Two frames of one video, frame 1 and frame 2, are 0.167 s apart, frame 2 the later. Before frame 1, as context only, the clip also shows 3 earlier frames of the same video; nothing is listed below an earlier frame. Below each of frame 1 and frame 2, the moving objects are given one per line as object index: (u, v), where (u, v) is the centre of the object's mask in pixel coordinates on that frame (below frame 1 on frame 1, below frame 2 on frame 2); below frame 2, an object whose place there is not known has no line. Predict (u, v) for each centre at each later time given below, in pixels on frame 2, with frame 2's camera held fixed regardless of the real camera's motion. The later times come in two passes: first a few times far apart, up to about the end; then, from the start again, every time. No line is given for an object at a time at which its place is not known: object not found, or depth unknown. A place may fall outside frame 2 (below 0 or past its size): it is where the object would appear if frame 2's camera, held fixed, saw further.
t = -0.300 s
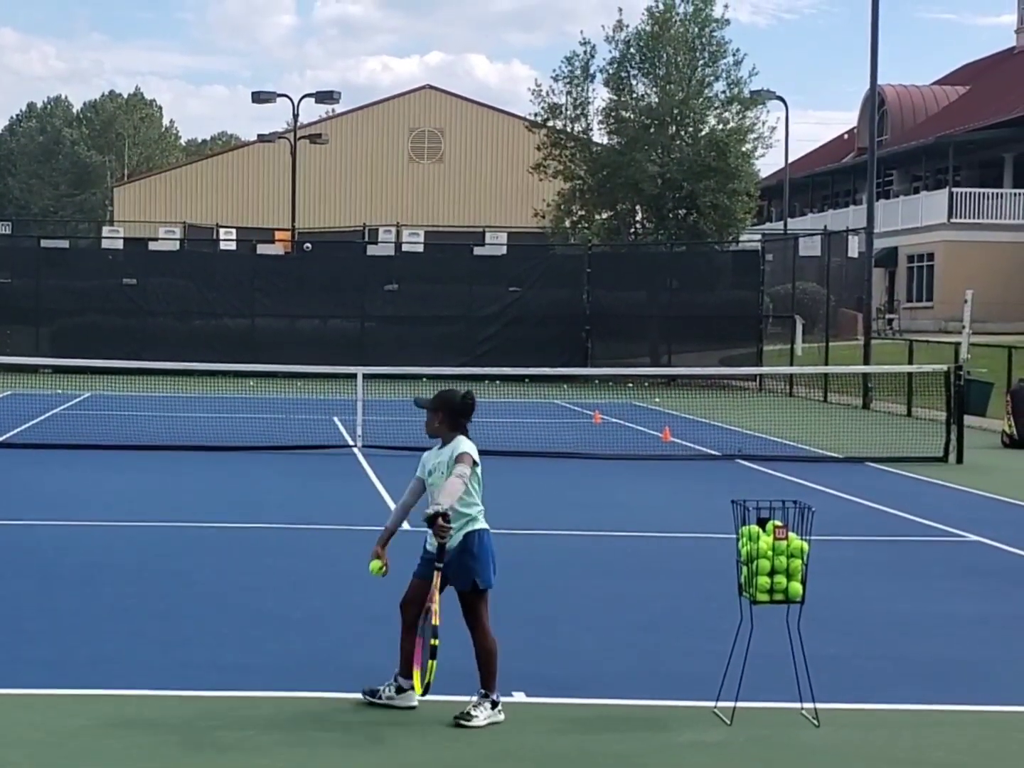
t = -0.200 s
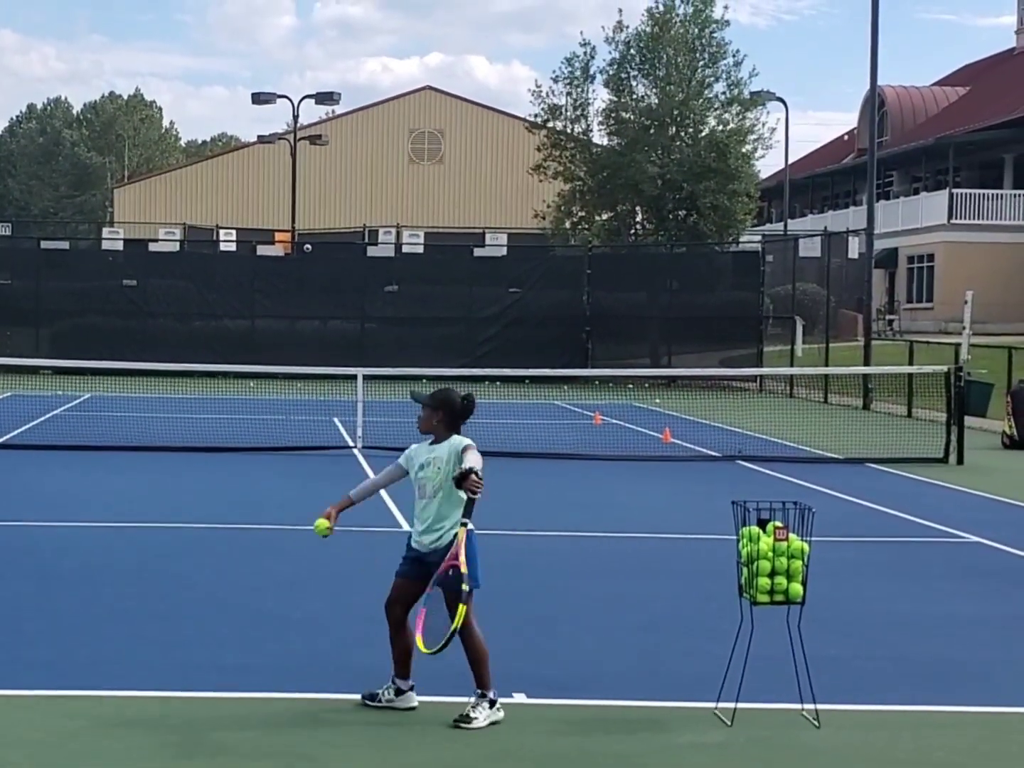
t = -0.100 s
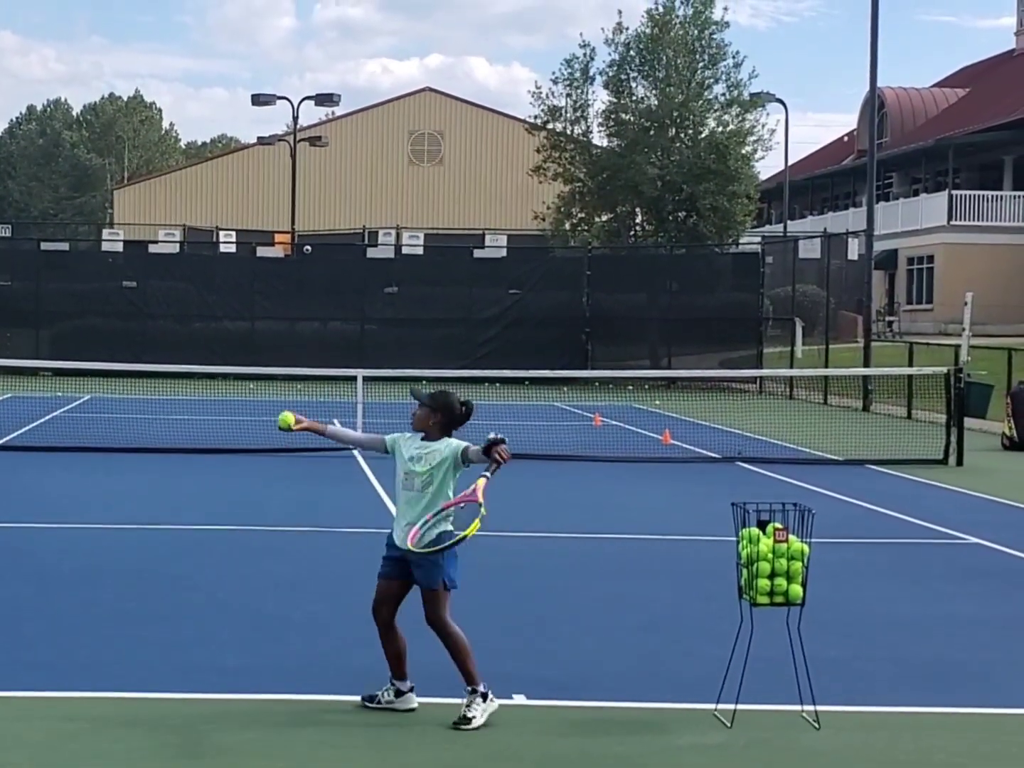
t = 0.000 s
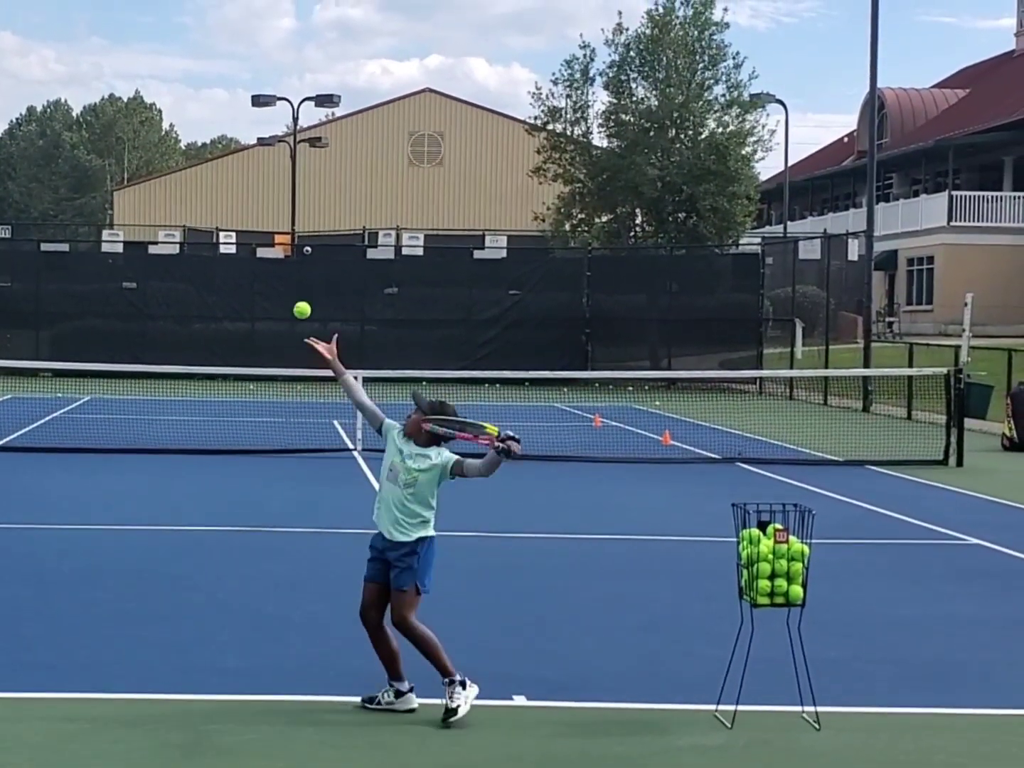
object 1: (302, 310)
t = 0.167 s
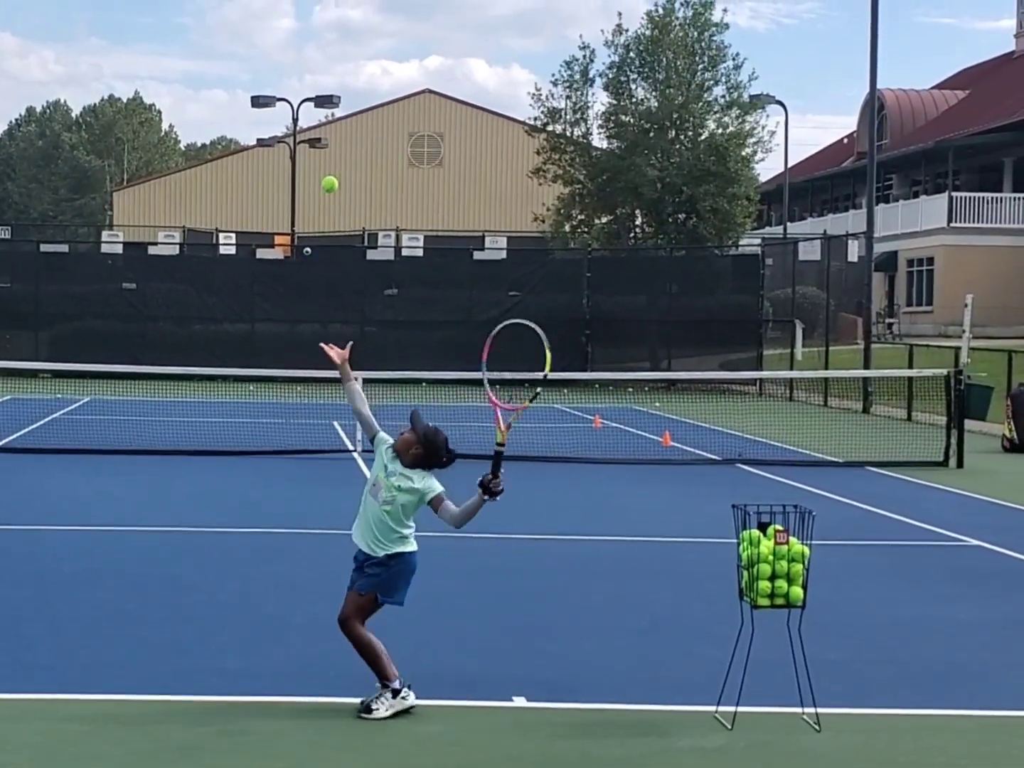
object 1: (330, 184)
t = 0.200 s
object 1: (336, 168)
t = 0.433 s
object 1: (370, 126)
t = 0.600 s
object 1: (392, 174)
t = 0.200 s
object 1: (336, 168)
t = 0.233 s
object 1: (341, 154)
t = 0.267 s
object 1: (346, 142)
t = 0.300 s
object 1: (351, 133)
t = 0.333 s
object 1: (356, 128)
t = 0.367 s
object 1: (360, 124)
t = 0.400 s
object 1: (365, 124)
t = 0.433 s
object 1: (370, 126)
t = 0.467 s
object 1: (374, 131)
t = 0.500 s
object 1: (379, 138)
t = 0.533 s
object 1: (383, 147)
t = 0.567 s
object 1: (387, 159)
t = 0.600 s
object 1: (392, 174)
